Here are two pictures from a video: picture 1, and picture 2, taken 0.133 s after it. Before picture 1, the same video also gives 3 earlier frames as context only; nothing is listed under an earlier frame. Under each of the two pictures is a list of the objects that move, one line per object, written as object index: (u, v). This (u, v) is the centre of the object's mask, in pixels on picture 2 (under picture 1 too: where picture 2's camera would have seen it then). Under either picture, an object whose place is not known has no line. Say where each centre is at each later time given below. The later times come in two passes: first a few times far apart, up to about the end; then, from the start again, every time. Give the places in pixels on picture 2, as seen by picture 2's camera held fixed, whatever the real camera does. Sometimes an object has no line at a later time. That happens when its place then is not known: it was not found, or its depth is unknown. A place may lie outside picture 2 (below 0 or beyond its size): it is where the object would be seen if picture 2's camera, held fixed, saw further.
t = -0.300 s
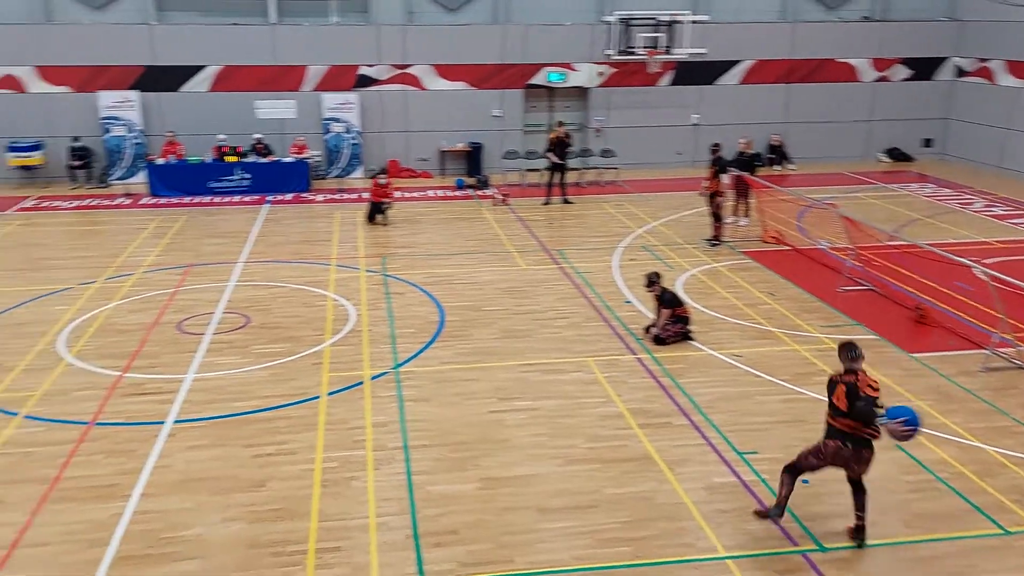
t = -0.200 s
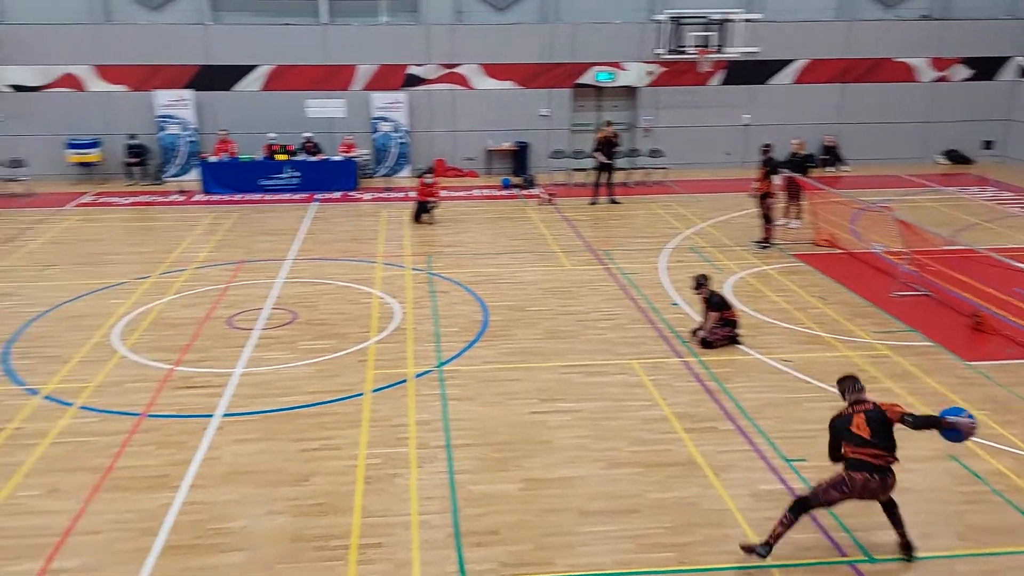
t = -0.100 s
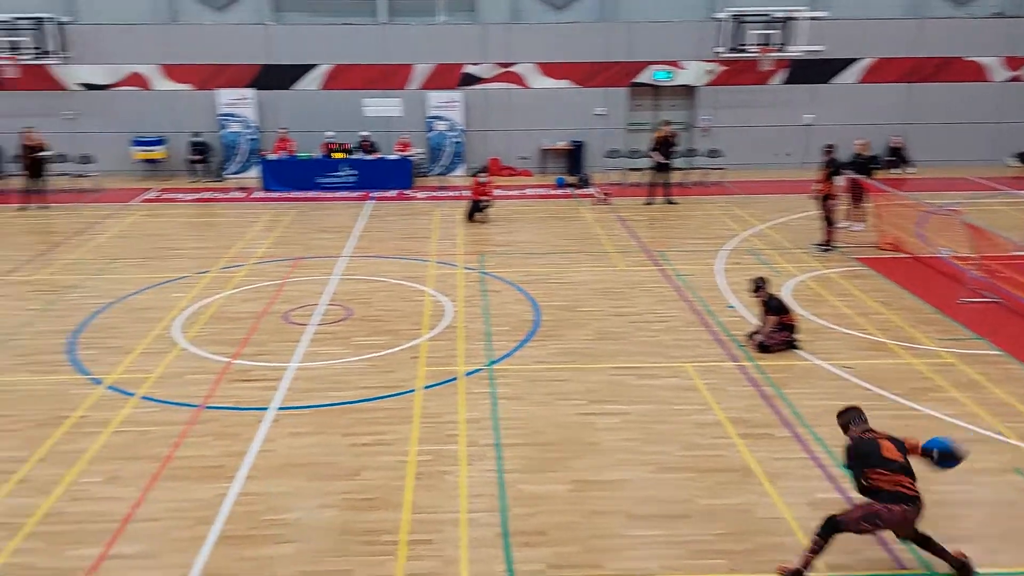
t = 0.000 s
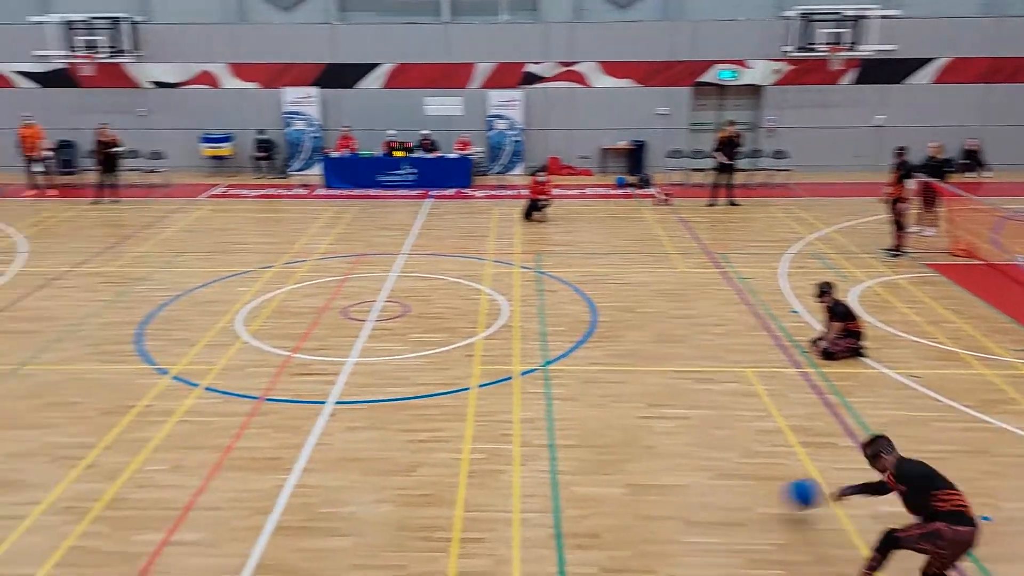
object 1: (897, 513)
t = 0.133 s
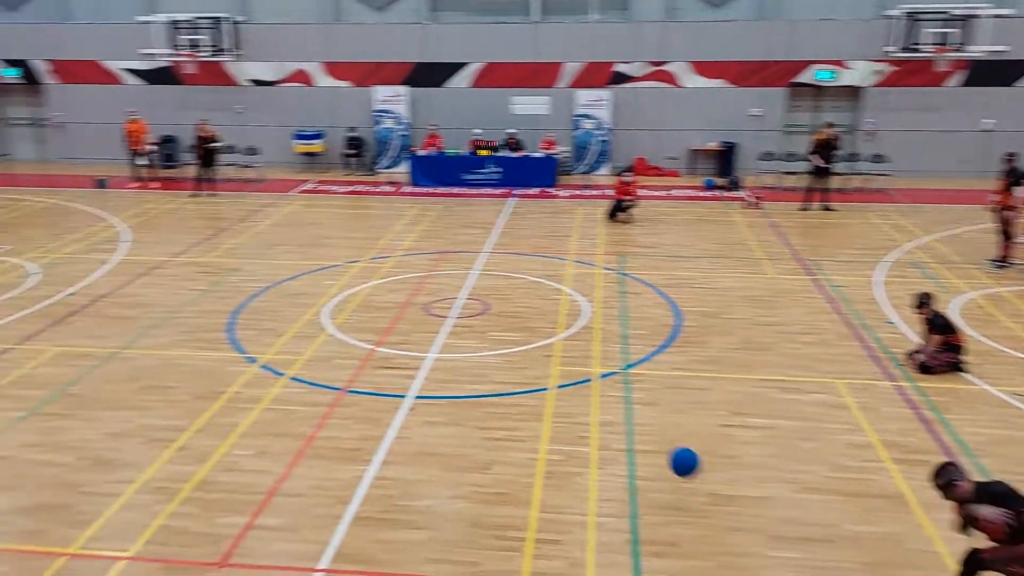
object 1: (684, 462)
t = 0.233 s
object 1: (562, 425)
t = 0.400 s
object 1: (386, 396)
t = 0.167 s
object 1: (641, 448)
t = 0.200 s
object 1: (601, 436)
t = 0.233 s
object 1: (562, 425)
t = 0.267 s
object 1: (524, 417)
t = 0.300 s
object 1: (488, 409)
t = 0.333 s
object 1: (453, 404)
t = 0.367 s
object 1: (419, 399)
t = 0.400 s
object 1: (386, 396)
